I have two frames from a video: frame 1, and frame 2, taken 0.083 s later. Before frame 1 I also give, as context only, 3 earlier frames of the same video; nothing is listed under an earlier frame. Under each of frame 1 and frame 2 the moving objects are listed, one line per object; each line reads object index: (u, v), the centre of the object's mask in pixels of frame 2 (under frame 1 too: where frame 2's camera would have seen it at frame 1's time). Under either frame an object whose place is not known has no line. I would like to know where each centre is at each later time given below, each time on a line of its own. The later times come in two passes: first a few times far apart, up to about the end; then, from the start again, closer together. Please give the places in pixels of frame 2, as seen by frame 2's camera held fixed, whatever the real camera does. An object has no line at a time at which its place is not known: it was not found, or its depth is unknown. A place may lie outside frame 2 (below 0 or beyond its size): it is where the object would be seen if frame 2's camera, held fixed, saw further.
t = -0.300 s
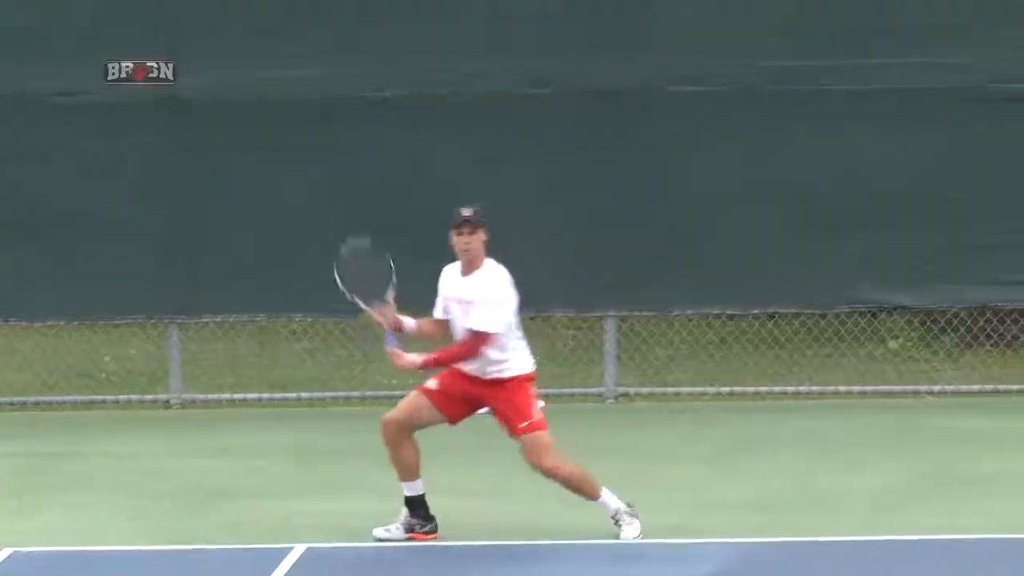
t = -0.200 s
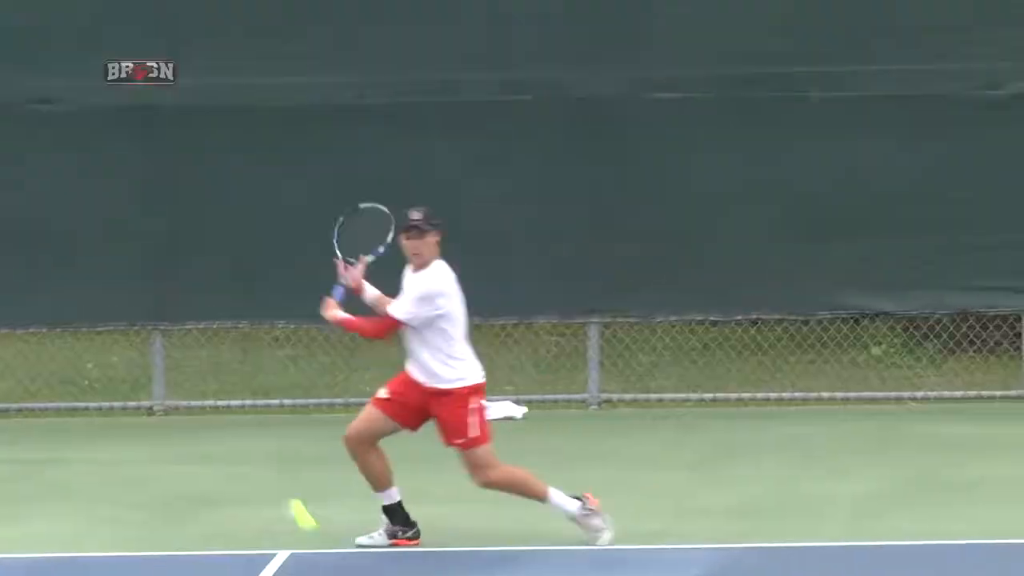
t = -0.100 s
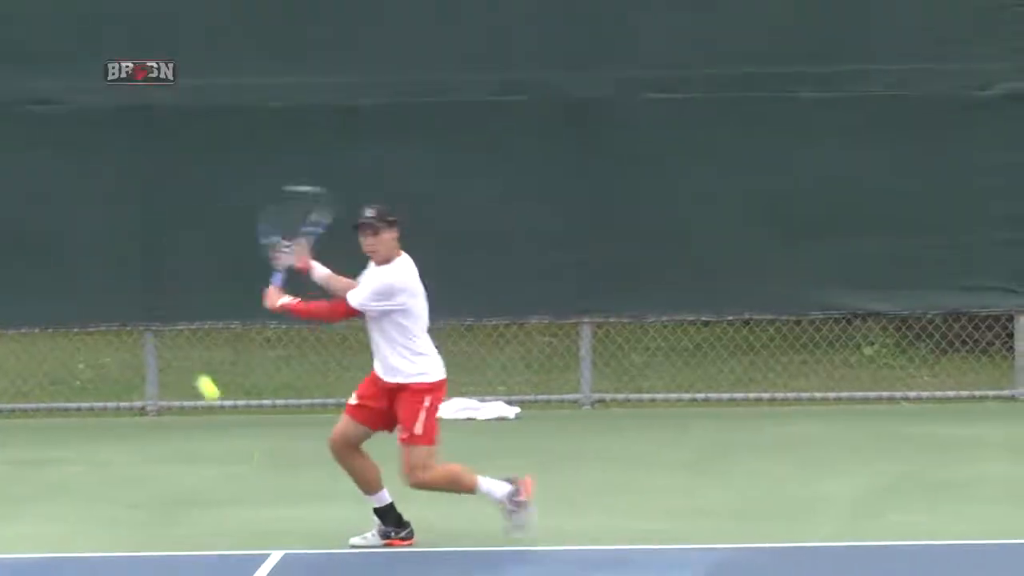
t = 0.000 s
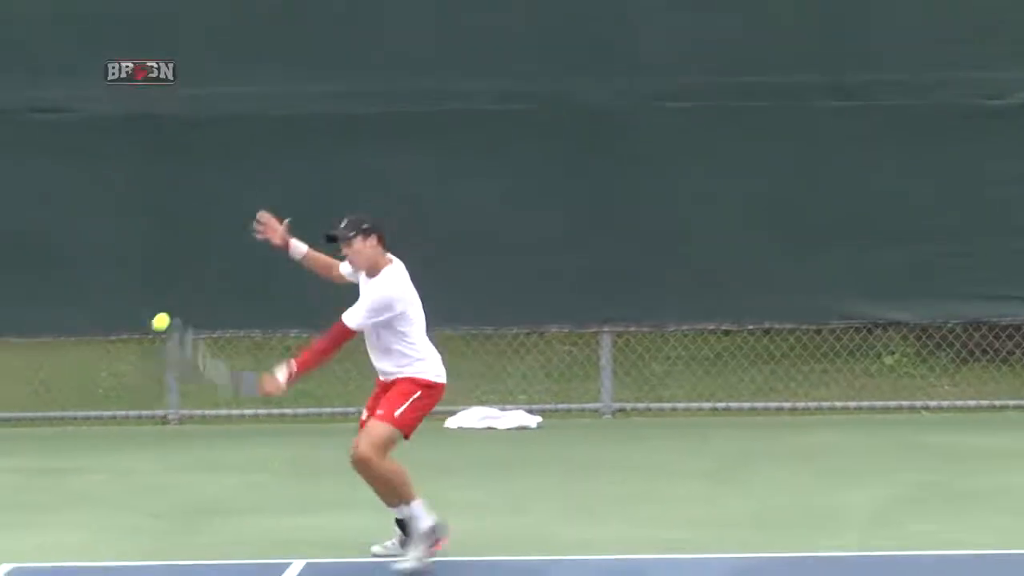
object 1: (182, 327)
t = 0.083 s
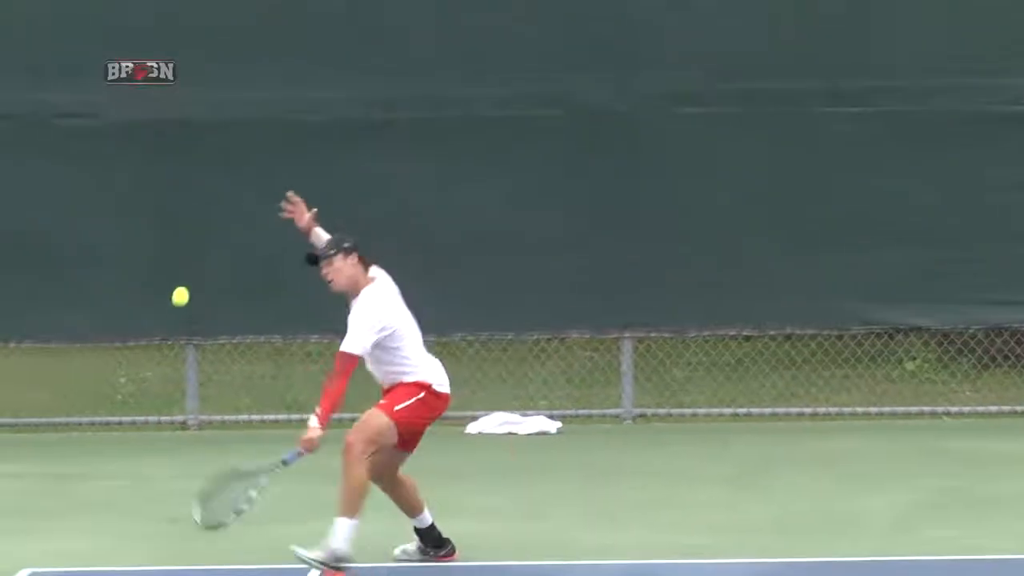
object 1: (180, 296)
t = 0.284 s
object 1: (171, 265)
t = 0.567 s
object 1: (135, 366)
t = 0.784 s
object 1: (89, 606)
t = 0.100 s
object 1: (180, 291)
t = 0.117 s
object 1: (180, 286)
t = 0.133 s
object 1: (179, 282)
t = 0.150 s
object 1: (178, 279)
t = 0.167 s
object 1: (178, 275)
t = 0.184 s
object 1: (177, 272)
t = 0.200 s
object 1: (176, 270)
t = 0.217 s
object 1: (176, 268)
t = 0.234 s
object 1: (175, 267)
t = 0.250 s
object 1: (173, 266)
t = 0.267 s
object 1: (172, 265)
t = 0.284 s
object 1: (171, 265)
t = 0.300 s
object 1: (170, 266)
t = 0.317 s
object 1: (168, 267)
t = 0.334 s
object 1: (167, 269)
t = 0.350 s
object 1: (166, 271)
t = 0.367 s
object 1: (164, 273)
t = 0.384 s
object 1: (162, 277)
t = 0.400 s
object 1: (160, 281)
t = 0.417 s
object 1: (158, 286)
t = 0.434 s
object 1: (156, 292)
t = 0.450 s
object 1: (153, 298)
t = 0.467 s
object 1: (151, 306)
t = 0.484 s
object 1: (149, 314)
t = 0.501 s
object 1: (146, 323)
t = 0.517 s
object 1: (143, 333)
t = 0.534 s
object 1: (141, 343)
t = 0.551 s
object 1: (138, 354)
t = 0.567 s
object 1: (135, 366)
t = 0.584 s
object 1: (132, 379)
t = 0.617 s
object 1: (126, 408)
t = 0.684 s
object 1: (113, 477)
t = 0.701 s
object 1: (109, 498)
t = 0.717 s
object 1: (106, 518)
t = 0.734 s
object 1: (102, 541)
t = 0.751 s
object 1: (97, 565)
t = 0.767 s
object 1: (92, 590)
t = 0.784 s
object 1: (89, 606)
